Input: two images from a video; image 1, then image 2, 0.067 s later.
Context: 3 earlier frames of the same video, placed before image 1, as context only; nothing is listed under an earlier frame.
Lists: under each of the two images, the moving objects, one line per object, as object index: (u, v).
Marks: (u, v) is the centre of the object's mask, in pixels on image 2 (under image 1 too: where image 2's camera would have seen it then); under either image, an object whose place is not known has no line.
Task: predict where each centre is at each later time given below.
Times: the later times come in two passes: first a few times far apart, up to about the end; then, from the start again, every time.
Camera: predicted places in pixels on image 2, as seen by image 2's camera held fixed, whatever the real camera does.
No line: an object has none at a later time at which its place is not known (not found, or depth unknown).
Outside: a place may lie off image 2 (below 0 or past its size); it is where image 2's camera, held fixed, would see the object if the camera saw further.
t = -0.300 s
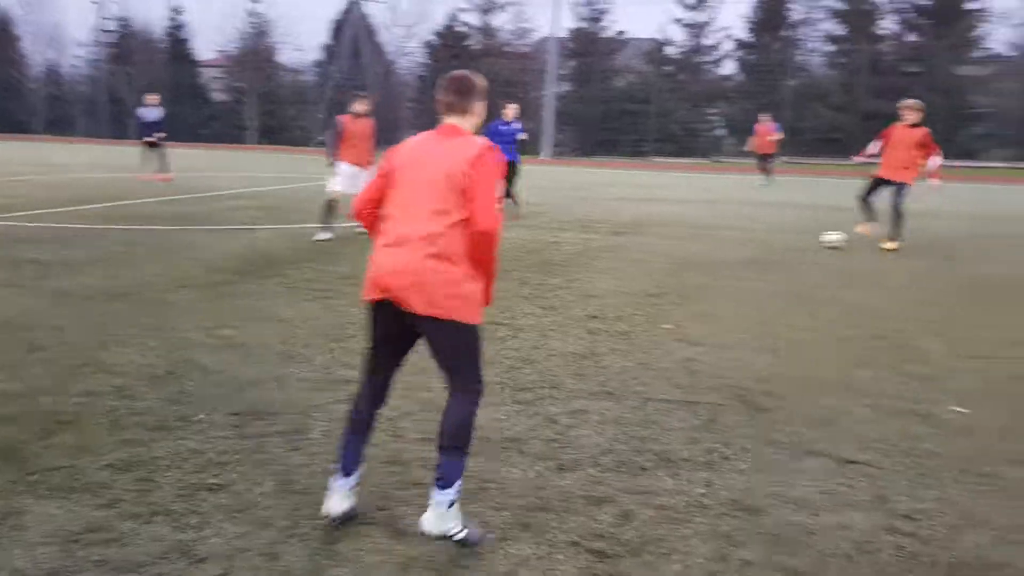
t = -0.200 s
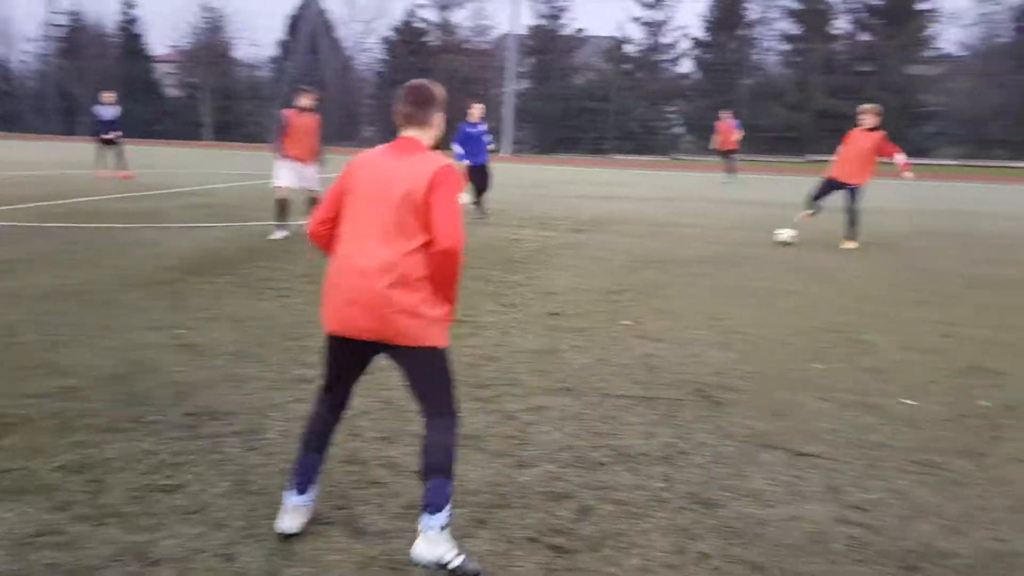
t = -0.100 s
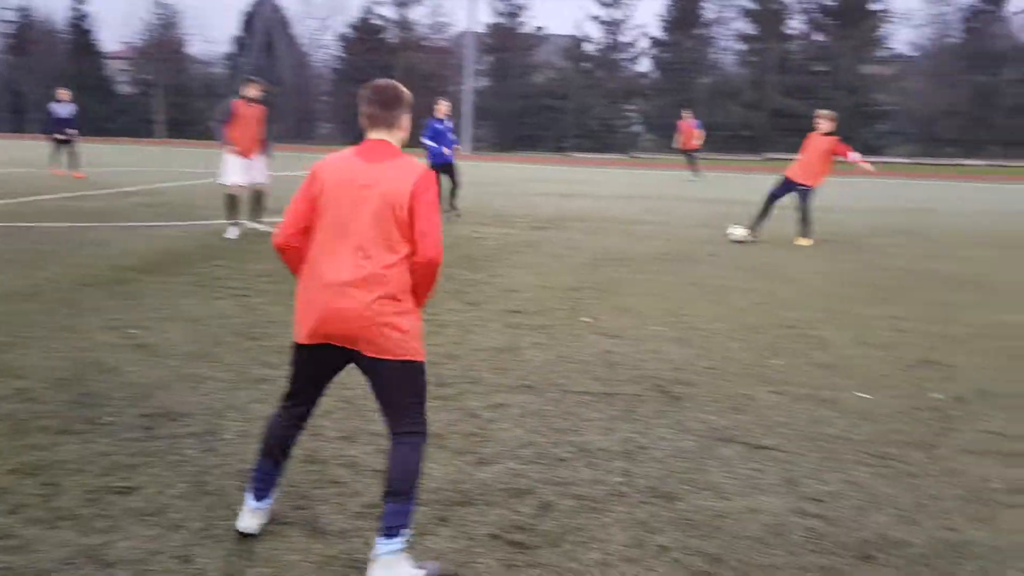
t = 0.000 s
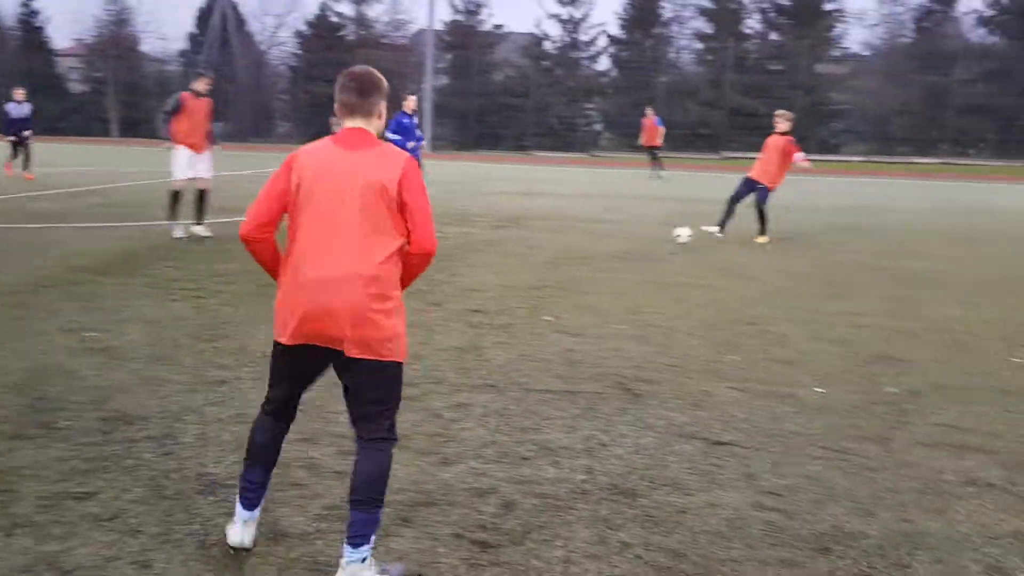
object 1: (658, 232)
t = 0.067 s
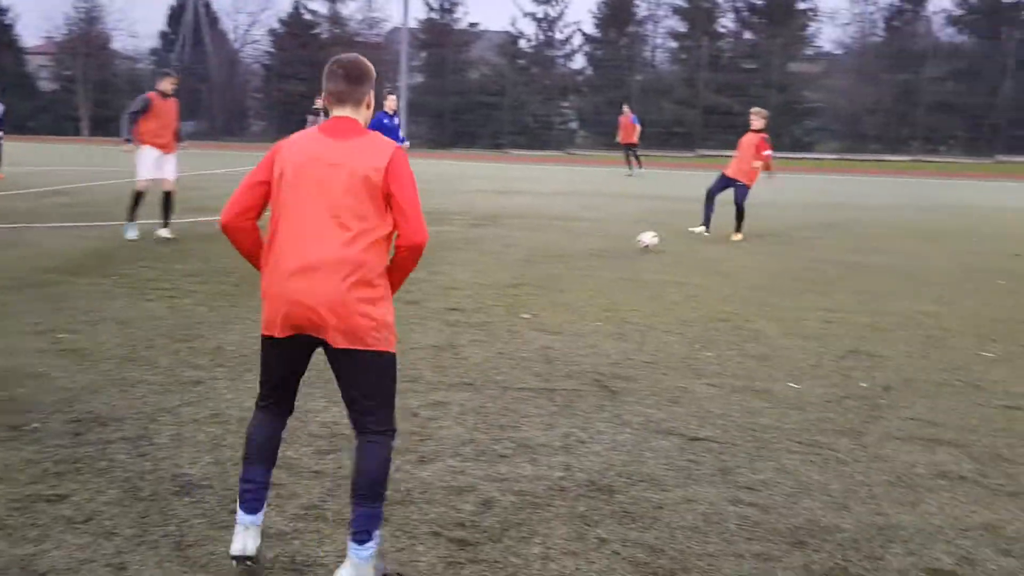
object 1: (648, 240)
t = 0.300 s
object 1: (609, 262)
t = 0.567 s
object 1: (560, 292)
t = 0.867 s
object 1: (499, 332)
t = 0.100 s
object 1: (642, 246)
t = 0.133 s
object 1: (636, 248)
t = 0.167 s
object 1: (631, 248)
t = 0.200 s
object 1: (627, 249)
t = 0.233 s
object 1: (621, 252)
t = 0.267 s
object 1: (615, 256)
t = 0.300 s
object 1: (609, 262)
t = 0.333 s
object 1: (602, 269)
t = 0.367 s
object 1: (596, 272)
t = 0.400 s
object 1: (591, 272)
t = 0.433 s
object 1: (586, 273)
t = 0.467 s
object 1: (579, 277)
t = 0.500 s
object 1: (572, 283)
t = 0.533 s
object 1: (566, 290)
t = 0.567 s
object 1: (560, 292)
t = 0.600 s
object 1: (555, 295)
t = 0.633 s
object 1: (548, 299)
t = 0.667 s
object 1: (541, 305)
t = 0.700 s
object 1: (535, 310)
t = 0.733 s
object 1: (529, 313)
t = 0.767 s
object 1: (521, 319)
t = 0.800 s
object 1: (513, 325)
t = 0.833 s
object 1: (506, 327)
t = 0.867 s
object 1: (499, 332)
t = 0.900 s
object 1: (490, 338)
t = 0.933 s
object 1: (482, 346)
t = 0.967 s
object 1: (473, 349)
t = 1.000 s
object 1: (465, 355)
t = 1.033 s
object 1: (454, 362)
